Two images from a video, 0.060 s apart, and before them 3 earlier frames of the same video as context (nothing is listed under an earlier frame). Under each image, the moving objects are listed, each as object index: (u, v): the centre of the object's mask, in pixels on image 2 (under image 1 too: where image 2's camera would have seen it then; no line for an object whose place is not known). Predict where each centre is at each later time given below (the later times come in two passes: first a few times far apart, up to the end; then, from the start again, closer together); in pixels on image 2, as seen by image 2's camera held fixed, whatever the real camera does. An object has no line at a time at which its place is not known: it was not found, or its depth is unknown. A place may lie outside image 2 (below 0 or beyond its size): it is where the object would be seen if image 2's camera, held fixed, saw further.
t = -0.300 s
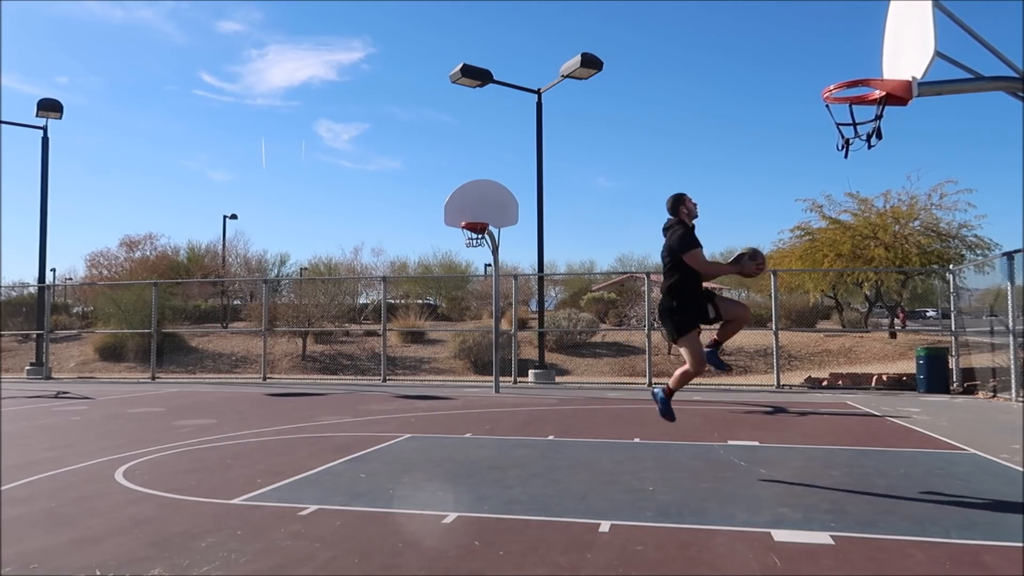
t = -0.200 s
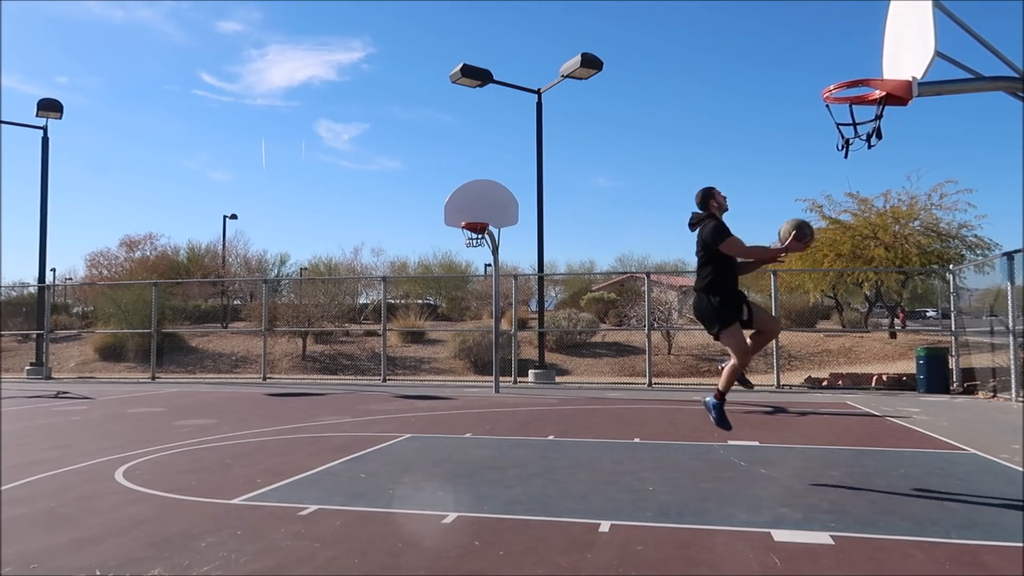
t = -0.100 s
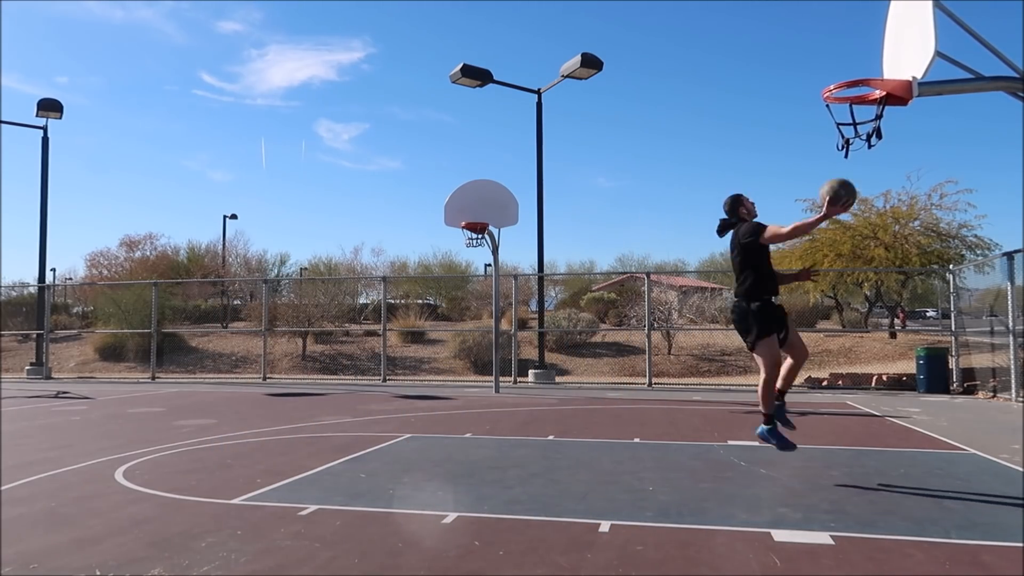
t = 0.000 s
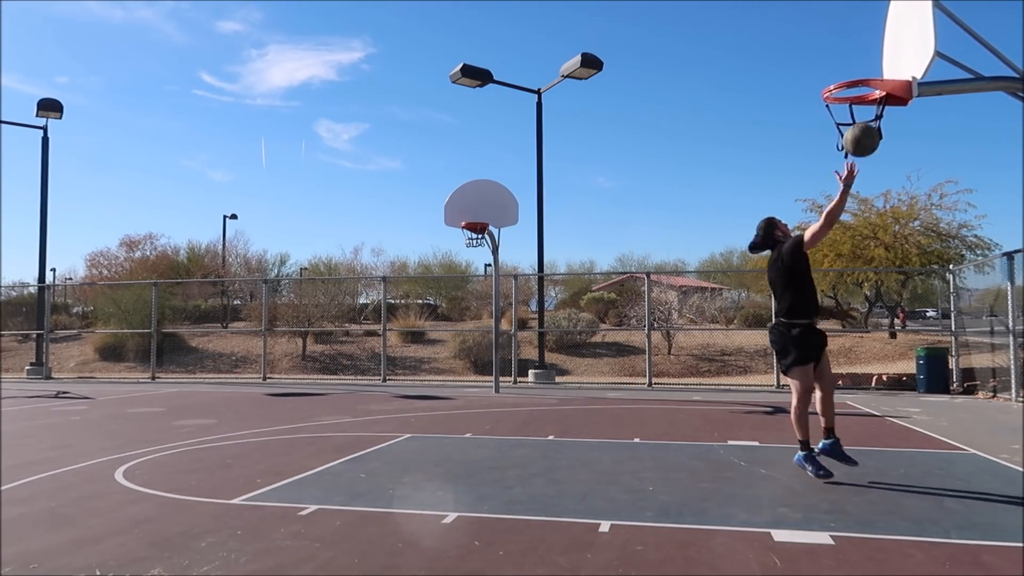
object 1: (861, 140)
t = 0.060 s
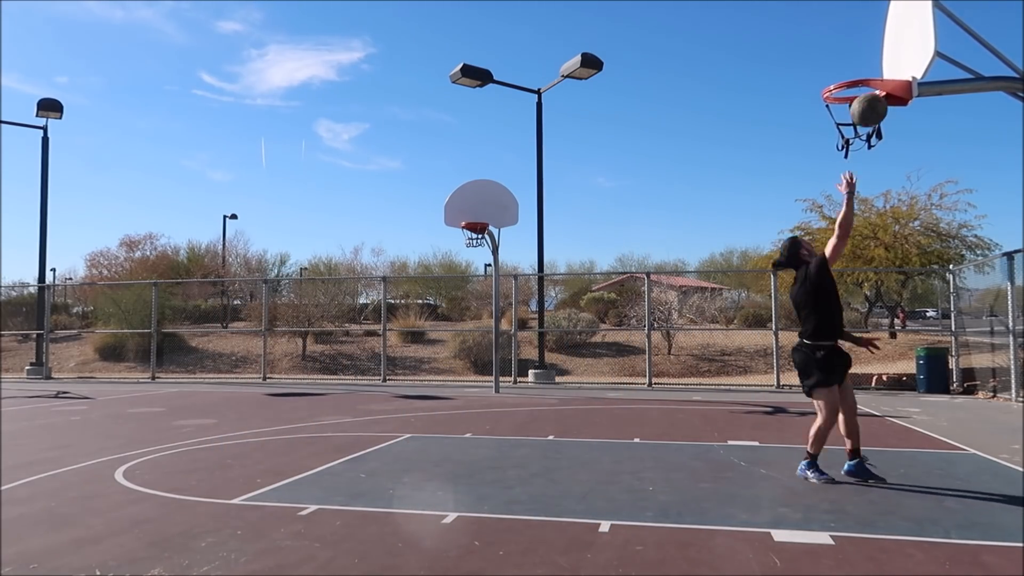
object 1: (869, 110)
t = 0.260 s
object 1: (892, 49)
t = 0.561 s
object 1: (854, 64)
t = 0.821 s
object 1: (873, 114)
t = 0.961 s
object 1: (869, 141)
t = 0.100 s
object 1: (873, 93)
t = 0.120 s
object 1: (876, 86)
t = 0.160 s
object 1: (880, 72)
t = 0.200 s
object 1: (885, 61)
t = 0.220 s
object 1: (887, 57)
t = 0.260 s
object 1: (892, 49)
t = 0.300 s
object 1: (897, 43)
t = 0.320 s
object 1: (900, 41)
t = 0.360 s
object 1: (892, 40)
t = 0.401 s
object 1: (884, 41)
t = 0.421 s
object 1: (880, 42)
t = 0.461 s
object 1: (872, 46)
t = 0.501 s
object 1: (865, 52)
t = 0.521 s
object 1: (861, 56)
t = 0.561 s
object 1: (854, 64)
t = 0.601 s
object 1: (846, 71)
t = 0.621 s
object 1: (843, 78)
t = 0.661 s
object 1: (843, 90)
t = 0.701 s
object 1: (853, 95)
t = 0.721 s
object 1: (859, 98)
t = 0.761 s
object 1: (870, 102)
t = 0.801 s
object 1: (873, 110)
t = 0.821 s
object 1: (873, 114)
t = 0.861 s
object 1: (872, 122)
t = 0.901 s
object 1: (871, 128)
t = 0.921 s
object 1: (870, 132)
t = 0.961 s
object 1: (869, 141)
